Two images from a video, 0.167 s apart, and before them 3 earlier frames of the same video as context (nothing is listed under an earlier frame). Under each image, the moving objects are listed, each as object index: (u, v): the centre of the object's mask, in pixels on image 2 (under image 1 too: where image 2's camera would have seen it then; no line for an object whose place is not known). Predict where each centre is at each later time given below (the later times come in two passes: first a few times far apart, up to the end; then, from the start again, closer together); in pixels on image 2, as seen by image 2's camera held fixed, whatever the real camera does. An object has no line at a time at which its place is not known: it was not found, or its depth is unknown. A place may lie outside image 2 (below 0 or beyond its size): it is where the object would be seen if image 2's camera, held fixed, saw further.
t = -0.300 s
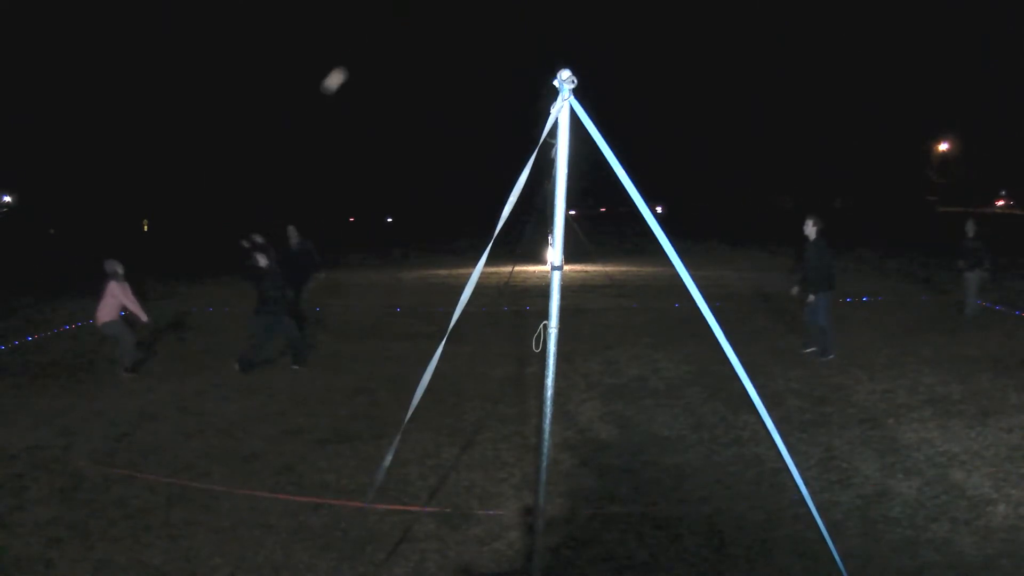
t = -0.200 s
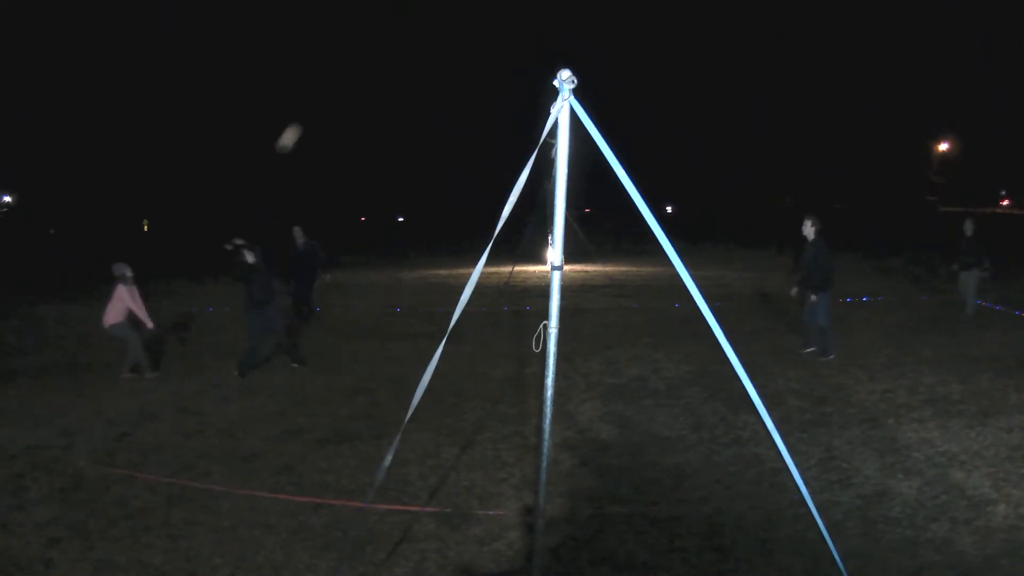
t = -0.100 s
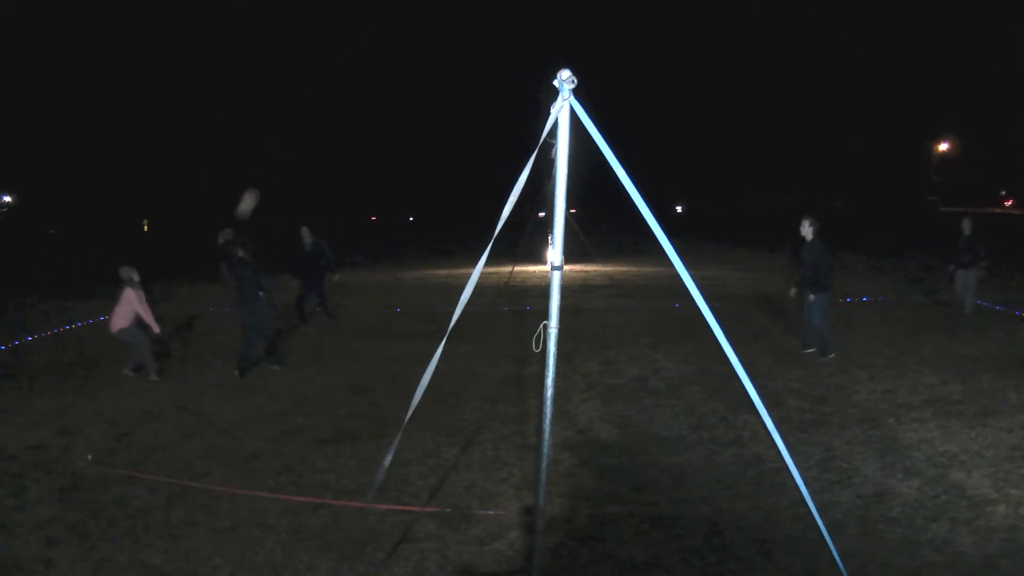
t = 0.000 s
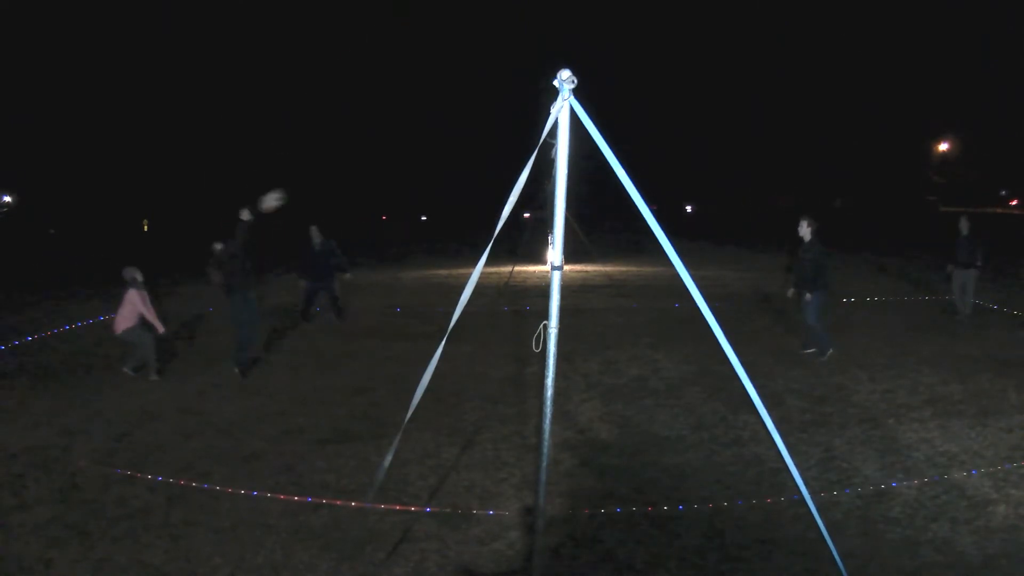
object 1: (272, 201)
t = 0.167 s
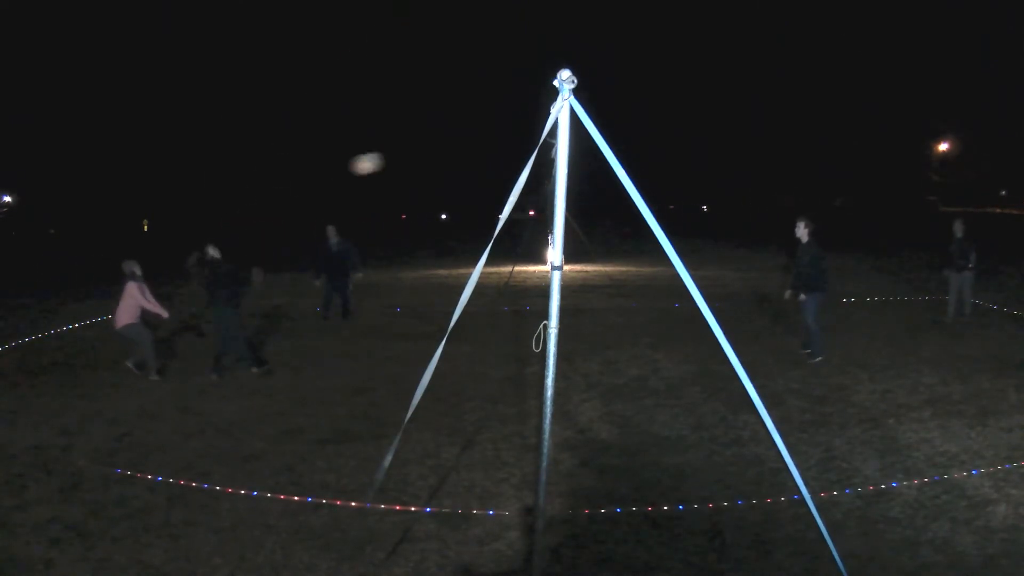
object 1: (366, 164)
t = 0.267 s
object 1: (432, 154)
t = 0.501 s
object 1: (601, 177)
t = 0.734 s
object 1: (766, 258)
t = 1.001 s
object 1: (916, 413)
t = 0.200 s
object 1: (387, 160)
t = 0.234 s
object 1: (409, 157)
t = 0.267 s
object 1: (432, 154)
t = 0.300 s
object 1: (456, 154)
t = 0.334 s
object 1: (480, 155)
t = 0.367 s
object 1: (504, 157)
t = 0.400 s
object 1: (526, 161)
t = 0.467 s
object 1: (582, 171)
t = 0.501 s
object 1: (601, 177)
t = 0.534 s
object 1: (624, 186)
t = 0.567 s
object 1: (654, 194)
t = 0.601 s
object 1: (674, 203)
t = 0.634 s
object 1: (698, 215)
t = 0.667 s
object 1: (722, 229)
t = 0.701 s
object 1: (744, 243)
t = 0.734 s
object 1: (766, 258)
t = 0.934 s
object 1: (884, 374)
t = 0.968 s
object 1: (900, 397)
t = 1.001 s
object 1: (916, 413)
